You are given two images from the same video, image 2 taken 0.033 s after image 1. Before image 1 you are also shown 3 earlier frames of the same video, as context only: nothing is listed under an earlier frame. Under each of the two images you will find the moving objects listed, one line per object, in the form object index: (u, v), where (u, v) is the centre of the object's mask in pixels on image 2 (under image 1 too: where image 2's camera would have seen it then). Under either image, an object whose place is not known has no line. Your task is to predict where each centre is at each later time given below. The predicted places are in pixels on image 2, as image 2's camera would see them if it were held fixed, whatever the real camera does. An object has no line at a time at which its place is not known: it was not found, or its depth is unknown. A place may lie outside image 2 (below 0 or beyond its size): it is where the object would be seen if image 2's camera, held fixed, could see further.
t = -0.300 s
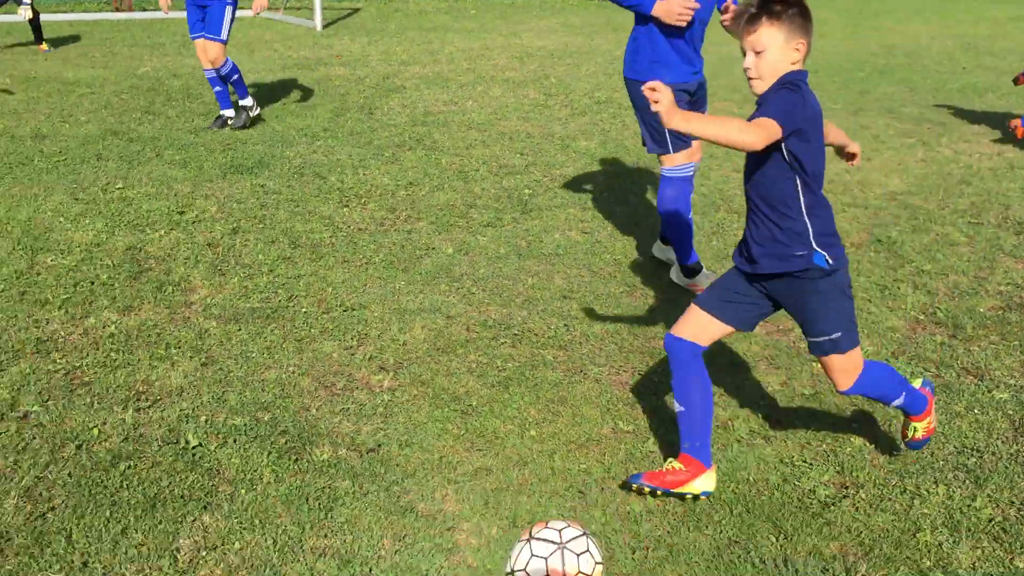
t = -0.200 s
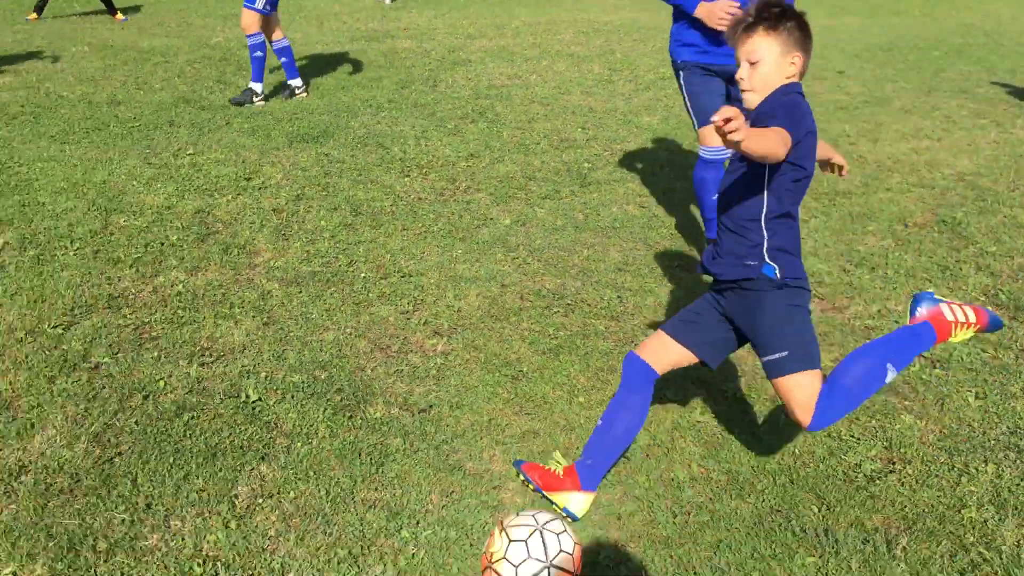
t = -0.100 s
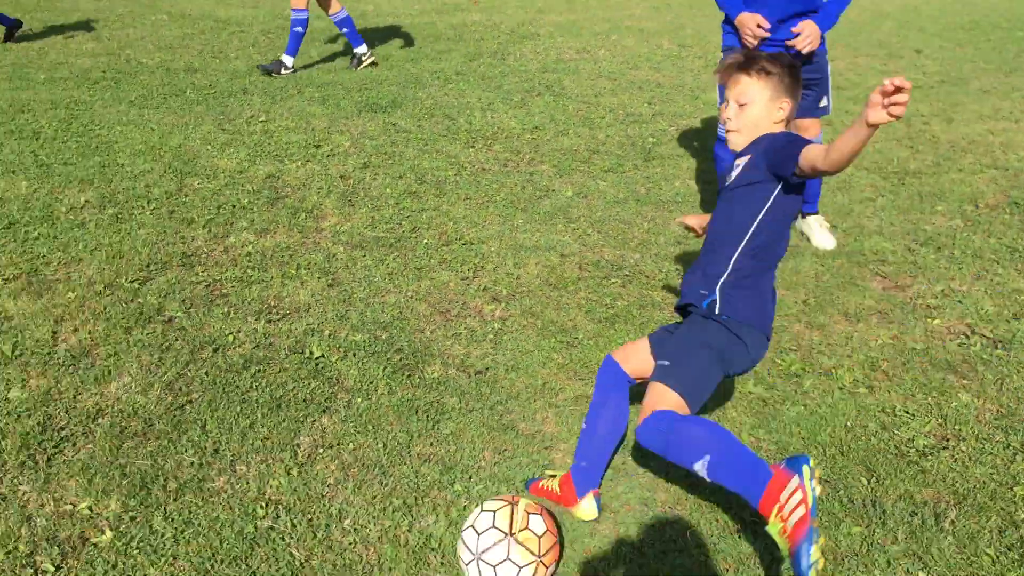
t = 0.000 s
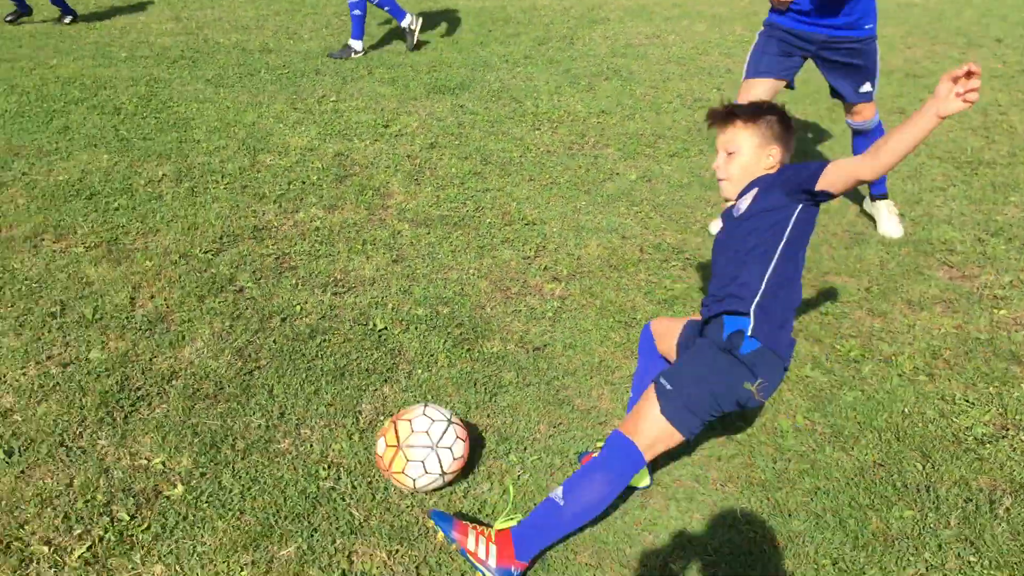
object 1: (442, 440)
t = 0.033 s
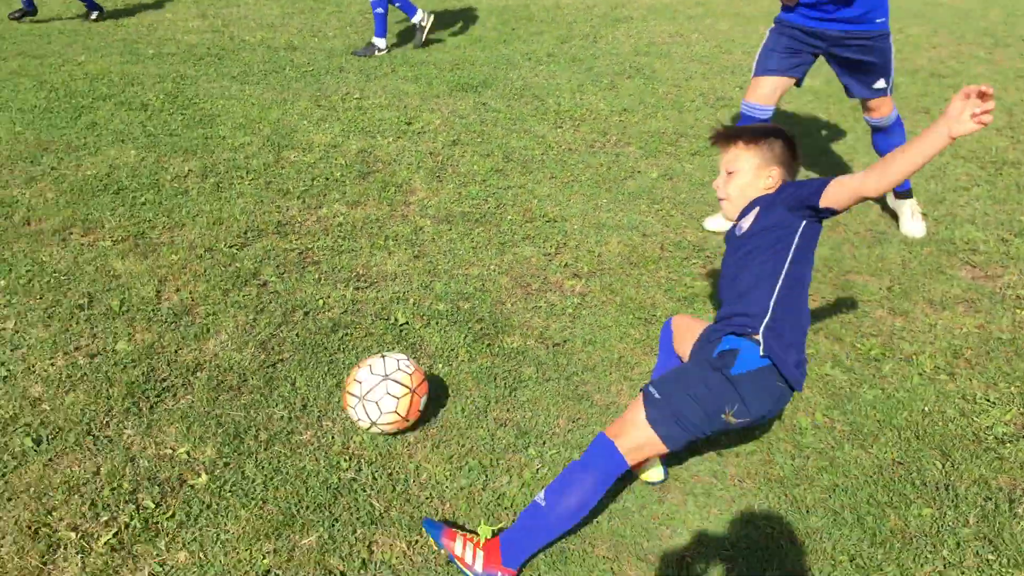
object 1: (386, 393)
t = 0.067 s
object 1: (335, 355)
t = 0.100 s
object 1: (292, 324)
